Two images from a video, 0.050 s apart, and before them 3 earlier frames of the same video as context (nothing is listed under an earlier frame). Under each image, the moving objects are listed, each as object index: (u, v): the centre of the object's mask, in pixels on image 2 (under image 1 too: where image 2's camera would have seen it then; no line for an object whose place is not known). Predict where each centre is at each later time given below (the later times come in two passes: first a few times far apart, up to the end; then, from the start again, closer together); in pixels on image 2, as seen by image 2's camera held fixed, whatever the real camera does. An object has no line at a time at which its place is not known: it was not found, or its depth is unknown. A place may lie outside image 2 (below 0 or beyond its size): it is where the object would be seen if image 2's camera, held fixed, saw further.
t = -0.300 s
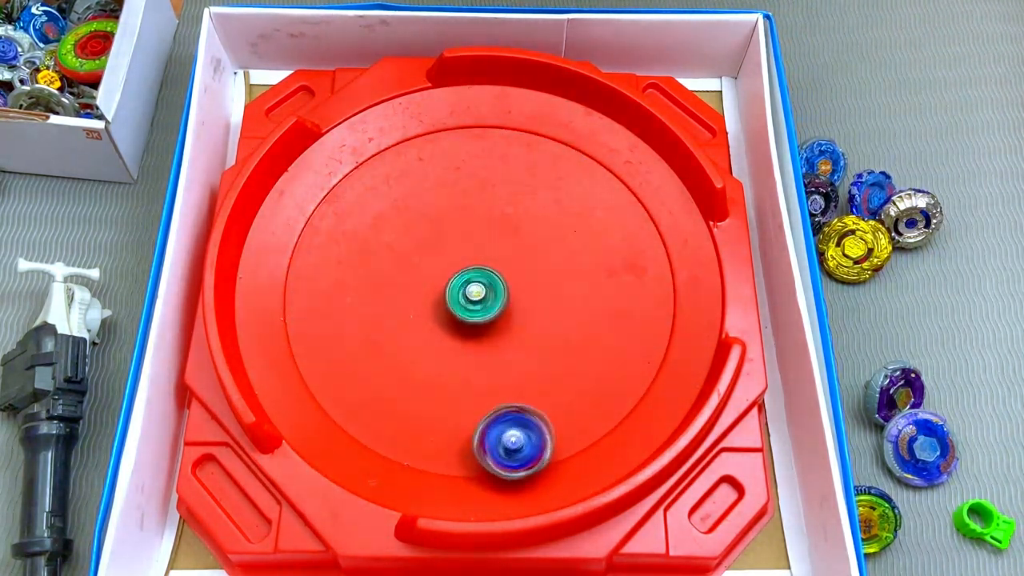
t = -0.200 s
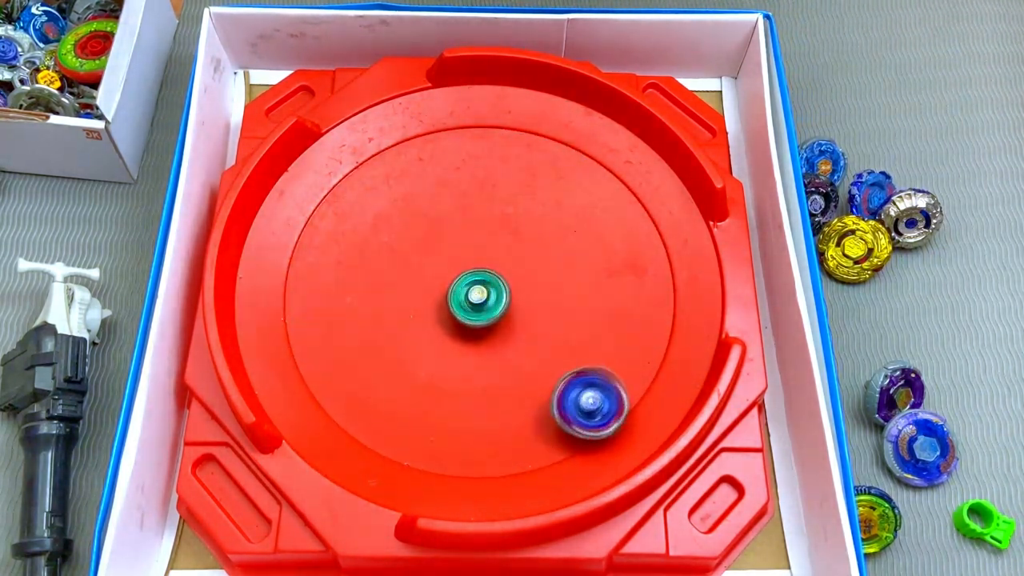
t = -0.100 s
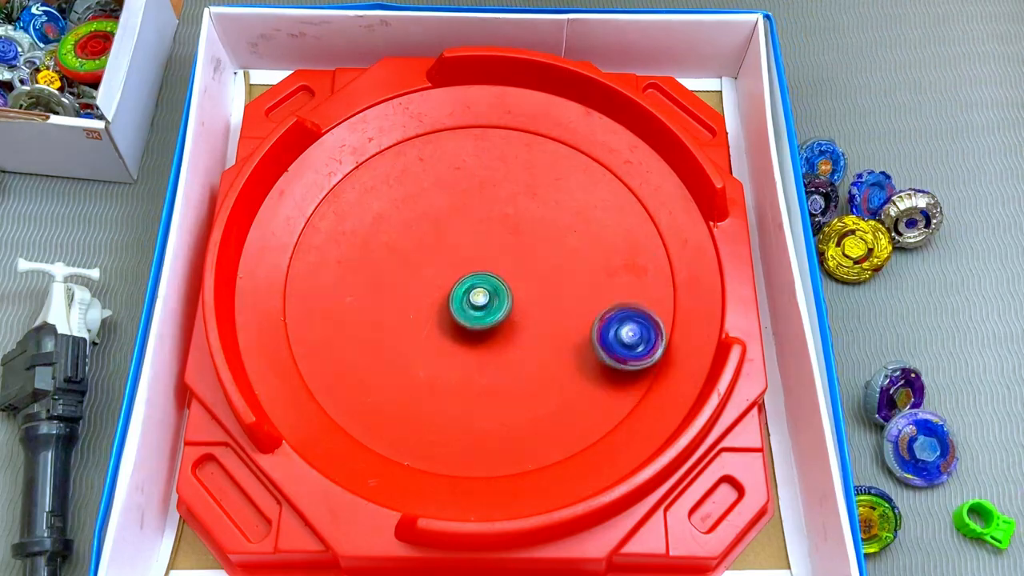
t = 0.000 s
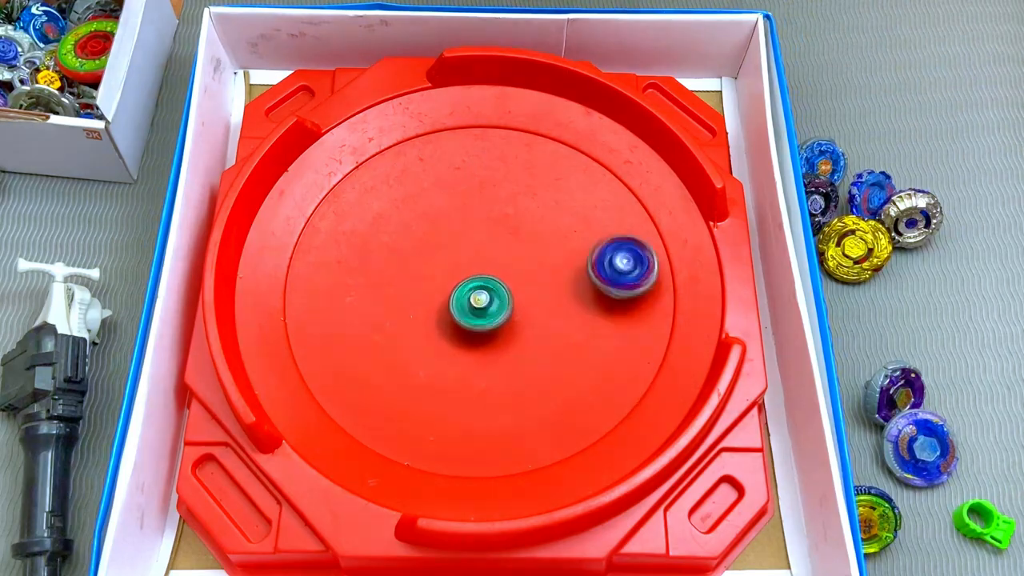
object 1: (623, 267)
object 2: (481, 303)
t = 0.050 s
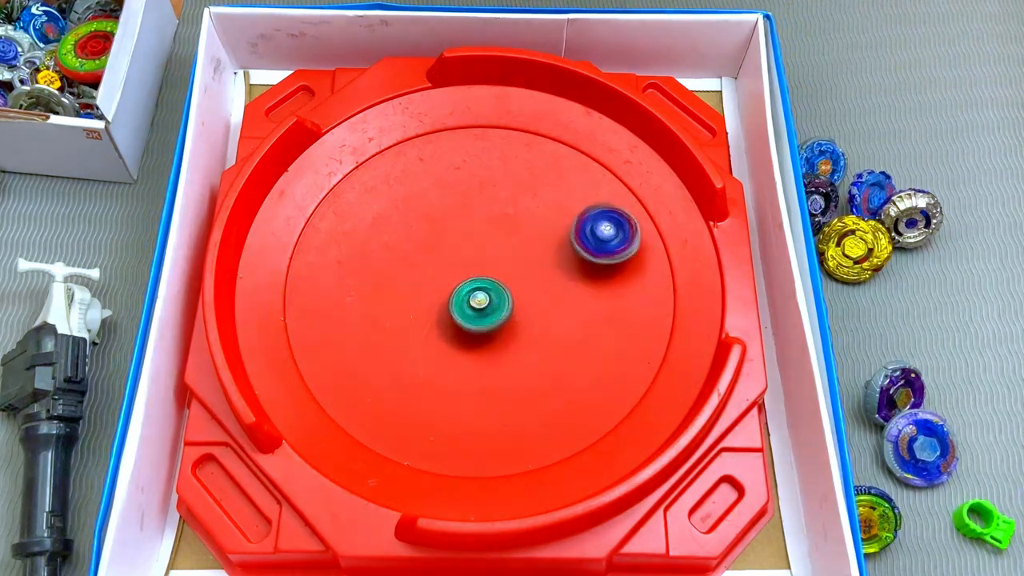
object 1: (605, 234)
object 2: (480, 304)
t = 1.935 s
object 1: (422, 401)
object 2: (482, 295)
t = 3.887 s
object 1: (410, 212)
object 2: (480, 296)
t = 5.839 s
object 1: (554, 245)
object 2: (481, 297)
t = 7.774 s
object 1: (549, 345)
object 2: (482, 293)
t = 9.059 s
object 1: (524, 264)
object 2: (483, 353)
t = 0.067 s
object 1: (598, 226)
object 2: (480, 305)
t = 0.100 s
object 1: (580, 209)
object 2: (479, 305)
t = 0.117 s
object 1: (569, 202)
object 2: (479, 306)
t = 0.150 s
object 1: (549, 190)
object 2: (478, 306)
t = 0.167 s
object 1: (537, 185)
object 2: (479, 306)
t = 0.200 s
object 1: (514, 178)
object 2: (477, 306)
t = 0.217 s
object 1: (501, 176)
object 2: (477, 306)
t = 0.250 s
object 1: (477, 174)
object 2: (476, 307)
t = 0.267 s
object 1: (464, 173)
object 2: (476, 306)
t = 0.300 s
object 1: (439, 177)
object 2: (476, 307)
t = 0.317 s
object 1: (428, 180)
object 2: (475, 306)
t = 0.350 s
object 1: (405, 188)
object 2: (475, 306)
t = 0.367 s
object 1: (394, 193)
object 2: (474, 306)
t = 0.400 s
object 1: (374, 206)
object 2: (475, 305)
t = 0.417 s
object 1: (365, 214)
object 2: (474, 305)
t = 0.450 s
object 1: (350, 231)
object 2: (475, 304)
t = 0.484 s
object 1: (337, 251)
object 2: (474, 304)
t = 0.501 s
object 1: (332, 262)
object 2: (474, 303)
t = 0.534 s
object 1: (326, 285)
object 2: (474, 302)
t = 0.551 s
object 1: (325, 296)
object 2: (474, 302)
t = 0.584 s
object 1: (326, 320)
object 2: (475, 301)
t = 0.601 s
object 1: (329, 331)
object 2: (475, 301)
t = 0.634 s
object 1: (338, 354)
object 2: (476, 300)
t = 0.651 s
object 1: (344, 364)
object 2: (476, 300)
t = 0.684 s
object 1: (360, 384)
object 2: (477, 298)
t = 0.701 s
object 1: (370, 392)
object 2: (477, 298)
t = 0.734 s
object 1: (392, 407)
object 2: (478, 297)
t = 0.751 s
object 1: (404, 413)
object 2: (479, 297)
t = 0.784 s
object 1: (431, 421)
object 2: (479, 296)
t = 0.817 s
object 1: (459, 426)
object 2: (481, 297)
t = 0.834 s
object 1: (474, 425)
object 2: (481, 296)
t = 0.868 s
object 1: (501, 422)
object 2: (482, 296)
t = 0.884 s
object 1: (515, 418)
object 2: (482, 296)
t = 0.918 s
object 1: (541, 408)
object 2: (484, 296)
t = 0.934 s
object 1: (553, 401)
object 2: (484, 296)
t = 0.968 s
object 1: (574, 385)
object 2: (485, 296)
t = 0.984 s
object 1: (583, 376)
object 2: (486, 297)
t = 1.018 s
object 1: (599, 356)
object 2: (486, 297)
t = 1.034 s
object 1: (605, 346)
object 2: (487, 297)
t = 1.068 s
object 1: (614, 324)
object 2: (487, 297)
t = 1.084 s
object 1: (616, 312)
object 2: (488, 297)
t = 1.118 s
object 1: (618, 290)
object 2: (488, 299)
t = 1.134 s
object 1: (618, 279)
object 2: (488, 299)
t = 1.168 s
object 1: (614, 258)
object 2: (489, 300)
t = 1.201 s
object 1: (606, 239)
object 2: (489, 300)
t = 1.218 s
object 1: (601, 228)
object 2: (489, 301)
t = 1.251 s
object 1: (588, 212)
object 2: (489, 301)
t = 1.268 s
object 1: (580, 204)
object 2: (489, 301)
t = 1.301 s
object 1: (563, 191)
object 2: (489, 302)
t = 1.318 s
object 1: (554, 186)
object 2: (489, 302)
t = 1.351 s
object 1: (534, 176)
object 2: (488, 303)
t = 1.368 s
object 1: (523, 173)
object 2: (488, 303)
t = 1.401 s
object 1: (502, 169)
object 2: (488, 304)
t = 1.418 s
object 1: (489, 169)
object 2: (487, 303)
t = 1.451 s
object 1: (468, 170)
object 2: (487, 304)
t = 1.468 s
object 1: (457, 171)
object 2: (486, 304)
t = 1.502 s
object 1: (436, 177)
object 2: (486, 303)
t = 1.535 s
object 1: (416, 187)
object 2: (485, 303)
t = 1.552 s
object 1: (406, 193)
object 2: (485, 303)
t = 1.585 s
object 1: (389, 207)
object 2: (484, 303)
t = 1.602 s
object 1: (382, 214)
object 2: (484, 302)
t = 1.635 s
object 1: (369, 231)
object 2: (483, 302)
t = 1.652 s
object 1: (364, 240)
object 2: (483, 302)
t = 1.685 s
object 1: (355, 260)
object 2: (483, 301)
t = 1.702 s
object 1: (353, 270)
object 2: (482, 301)
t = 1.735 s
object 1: (351, 292)
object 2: (483, 300)
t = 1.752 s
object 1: (352, 302)
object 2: (482, 300)
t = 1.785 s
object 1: (356, 324)
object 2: (482, 299)
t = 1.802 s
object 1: (359, 334)
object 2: (482, 299)
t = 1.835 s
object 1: (370, 354)
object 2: (481, 297)
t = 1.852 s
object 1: (376, 363)
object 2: (482, 297)
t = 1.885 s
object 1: (392, 380)
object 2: (482, 296)
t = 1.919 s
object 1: (410, 395)
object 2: (482, 295)
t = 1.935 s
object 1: (422, 401)
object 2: (482, 295)
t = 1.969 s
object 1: (444, 410)
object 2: (483, 294)
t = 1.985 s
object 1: (457, 414)
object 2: (483, 294)
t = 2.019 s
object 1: (481, 418)
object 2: (483, 293)
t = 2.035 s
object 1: (494, 417)
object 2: (484, 293)
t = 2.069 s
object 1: (519, 414)
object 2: (484, 292)
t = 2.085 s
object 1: (532, 411)
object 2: (485, 292)
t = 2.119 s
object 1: (555, 402)
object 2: (485, 292)
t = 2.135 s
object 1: (567, 396)
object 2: (486, 292)
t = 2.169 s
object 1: (586, 381)
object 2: (486, 292)
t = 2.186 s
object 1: (594, 373)
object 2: (486, 292)
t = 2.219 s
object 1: (607, 354)
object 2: (487, 292)
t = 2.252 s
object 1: (616, 334)
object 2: (487, 292)
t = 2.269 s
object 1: (619, 323)
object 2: (488, 291)
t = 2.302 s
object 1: (621, 302)
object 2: (488, 292)
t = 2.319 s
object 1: (620, 291)
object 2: (489, 292)
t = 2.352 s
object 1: (616, 271)
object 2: (489, 293)
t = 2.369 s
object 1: (611, 261)
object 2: (489, 293)
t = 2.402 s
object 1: (601, 244)
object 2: (490, 294)
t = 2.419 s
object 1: (594, 235)
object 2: (489, 294)
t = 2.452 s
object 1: (580, 221)
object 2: (490, 294)
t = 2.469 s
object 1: (571, 215)
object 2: (490, 295)
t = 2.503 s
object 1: (552, 204)
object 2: (489, 295)
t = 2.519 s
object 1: (542, 200)
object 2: (490, 296)
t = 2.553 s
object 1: (521, 194)
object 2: (489, 296)
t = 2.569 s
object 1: (509, 192)
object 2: (489, 296)
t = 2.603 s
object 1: (488, 191)
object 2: (488, 297)
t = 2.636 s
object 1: (466, 192)
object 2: (488, 297)
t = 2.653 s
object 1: (455, 195)
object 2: (487, 297)
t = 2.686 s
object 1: (434, 201)
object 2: (487, 297)
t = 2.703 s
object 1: (424, 206)
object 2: (487, 298)
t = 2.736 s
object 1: (405, 217)
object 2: (485, 297)
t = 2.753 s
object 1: (397, 223)
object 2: (485, 297)
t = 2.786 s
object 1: (380, 238)
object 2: (484, 297)
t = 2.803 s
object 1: (374, 246)
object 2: (484, 297)
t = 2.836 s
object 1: (363, 264)
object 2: (483, 297)
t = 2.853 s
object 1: (359, 273)
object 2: (483, 297)
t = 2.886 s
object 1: (354, 294)
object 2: (483, 297)
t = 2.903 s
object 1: (352, 303)
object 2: (482, 297)
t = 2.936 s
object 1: (353, 324)
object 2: (482, 295)
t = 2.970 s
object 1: (358, 344)
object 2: (481, 295)
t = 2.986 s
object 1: (362, 354)
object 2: (481, 294)
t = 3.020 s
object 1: (373, 371)
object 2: (480, 294)
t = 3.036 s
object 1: (380, 379)
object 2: (480, 293)
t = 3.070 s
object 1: (397, 394)
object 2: (480, 293)
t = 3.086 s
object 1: (407, 400)
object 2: (480, 293)
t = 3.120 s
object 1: (429, 410)
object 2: (480, 292)
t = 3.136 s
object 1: (440, 413)
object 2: (480, 292)
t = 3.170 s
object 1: (464, 417)
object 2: (480, 290)
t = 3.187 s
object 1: (476, 417)
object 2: (480, 290)
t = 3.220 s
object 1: (500, 414)
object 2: (480, 290)
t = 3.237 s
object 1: (512, 411)
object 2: (480, 289)
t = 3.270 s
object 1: (534, 402)
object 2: (480, 289)
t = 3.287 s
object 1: (544, 396)
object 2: (480, 289)
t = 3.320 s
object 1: (561, 382)
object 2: (481, 289)
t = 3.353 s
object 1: (576, 367)
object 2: (482, 289)
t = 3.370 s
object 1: (582, 358)
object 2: (482, 290)
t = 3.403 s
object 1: (591, 339)
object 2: (481, 289)
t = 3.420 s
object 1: (594, 329)
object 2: (481, 288)
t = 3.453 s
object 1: (597, 309)
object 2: (482, 289)
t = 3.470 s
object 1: (597, 298)
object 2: (482, 289)
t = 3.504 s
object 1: (595, 280)
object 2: (482, 290)
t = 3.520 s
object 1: (592, 270)
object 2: (482, 290)
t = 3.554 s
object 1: (585, 252)
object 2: (483, 290)
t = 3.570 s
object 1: (579, 243)
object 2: (483, 290)
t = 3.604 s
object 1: (567, 228)
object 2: (483, 291)
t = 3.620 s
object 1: (559, 221)
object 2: (483, 291)
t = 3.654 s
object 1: (543, 210)
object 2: (483, 292)
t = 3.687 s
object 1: (525, 201)
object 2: (483, 293)
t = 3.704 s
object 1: (515, 198)
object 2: (482, 293)
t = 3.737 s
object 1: (495, 193)
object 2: (483, 293)
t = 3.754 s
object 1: (485, 192)
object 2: (482, 294)
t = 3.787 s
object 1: (465, 192)
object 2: (482, 294)
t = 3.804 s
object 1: (455, 193)
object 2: (482, 295)
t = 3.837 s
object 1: (436, 199)
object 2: (481, 295)
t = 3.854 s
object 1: (426, 202)
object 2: (481, 295)
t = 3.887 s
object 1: (410, 212)
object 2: (480, 296)
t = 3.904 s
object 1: (401, 218)
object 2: (479, 296)
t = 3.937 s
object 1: (387, 230)
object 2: (479, 296)
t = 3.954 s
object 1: (381, 238)
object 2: (478, 296)
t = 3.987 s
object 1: (371, 254)
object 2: (478, 296)
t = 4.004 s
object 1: (368, 263)
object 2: (477, 296)
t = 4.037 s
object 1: (363, 281)
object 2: (477, 296)
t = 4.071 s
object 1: (363, 300)
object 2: (476, 296)
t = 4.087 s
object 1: (364, 310)
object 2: (476, 295)
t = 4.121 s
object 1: (369, 329)
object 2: (476, 296)
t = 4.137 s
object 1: (373, 337)
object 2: (475, 295)
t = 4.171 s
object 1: (385, 354)
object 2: (475, 295)
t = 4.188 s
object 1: (392, 362)
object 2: (475, 295)
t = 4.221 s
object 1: (409, 375)
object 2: (475, 293)
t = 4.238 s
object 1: (418, 380)
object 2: (475, 294)
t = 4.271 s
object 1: (438, 389)
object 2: (474, 293)
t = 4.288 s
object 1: (448, 392)
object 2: (475, 293)
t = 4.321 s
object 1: (472, 396)
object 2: (474, 293)
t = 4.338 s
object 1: (482, 396)
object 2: (474, 293)
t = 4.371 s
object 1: (504, 393)
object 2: (474, 293)
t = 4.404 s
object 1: (525, 388)
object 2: (474, 292)
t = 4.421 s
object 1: (536, 383)
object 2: (475, 292)
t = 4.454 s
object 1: (554, 373)
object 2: (474, 292)
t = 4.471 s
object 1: (562, 366)
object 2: (475, 292)
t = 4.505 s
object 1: (577, 352)
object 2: (475, 293)
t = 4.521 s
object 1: (583, 344)
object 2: (475, 292)
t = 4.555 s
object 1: (591, 327)
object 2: (477, 293)
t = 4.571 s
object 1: (594, 318)
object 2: (476, 293)
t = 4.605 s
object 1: (597, 300)
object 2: (477, 293)
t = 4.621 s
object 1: (597, 291)
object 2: (477, 293)
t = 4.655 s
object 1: (595, 273)
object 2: (478, 293)
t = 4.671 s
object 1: (592, 264)
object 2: (478, 294)
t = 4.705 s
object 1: (584, 248)
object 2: (478, 294)
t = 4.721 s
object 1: (578, 240)
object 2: (478, 294)
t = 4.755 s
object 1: (565, 226)
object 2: (479, 295)
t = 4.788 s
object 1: (551, 217)
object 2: (479, 295)
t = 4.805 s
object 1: (541, 212)
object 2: (479, 296)
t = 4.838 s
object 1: (524, 206)
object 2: (479, 296)
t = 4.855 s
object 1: (514, 204)
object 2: (479, 296)
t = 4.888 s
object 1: (495, 202)
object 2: (478, 297)
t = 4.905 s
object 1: (485, 203)
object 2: (478, 297)
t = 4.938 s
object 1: (467, 206)
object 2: (479, 298)
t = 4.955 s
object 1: (457, 209)
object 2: (478, 298)
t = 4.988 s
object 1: (440, 216)
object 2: (479, 298)
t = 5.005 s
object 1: (432, 220)
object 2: (478, 299)
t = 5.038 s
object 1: (417, 231)
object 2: (478, 298)
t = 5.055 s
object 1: (411, 238)
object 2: (478, 299)
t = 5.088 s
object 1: (400, 252)
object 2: (477, 299)
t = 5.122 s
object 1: (391, 267)
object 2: (477, 299)
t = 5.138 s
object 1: (388, 275)
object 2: (477, 299)
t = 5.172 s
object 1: (385, 293)
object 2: (476, 299)
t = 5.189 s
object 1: (384, 302)
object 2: (477, 299)
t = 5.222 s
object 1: (386, 319)
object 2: (476, 299)
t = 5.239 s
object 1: (389, 327)
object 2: (476, 299)
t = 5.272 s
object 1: (396, 344)
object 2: (475, 299)
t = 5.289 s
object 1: (400, 352)
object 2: (475, 298)
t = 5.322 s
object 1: (413, 366)
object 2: (476, 298)
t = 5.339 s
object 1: (420, 371)
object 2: (475, 298)
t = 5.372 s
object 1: (438, 382)
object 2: (476, 298)
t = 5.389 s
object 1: (446, 385)
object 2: (476, 298)
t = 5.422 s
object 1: (466, 390)
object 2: (476, 297)
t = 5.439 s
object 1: (476, 391)
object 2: (476, 297)
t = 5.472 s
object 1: (497, 390)
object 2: (476, 297)
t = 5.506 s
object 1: (516, 387)
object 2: (476, 297)
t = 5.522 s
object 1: (526, 383)
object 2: (476, 296)
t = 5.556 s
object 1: (543, 373)
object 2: (477, 296)
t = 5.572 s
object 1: (551, 367)
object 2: (478, 296)
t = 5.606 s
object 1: (564, 354)
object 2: (477, 296)
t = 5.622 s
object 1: (570, 347)
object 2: (478, 295)
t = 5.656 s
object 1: (577, 330)
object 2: (478, 296)
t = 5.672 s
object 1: (580, 321)
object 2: (478, 295)
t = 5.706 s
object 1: (582, 304)
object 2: (479, 296)
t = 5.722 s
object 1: (581, 295)
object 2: (479, 296)
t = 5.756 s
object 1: (577, 280)
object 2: (480, 296)
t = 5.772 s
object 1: (573, 272)
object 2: (480, 296)
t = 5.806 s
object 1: (565, 257)
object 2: (480, 296)
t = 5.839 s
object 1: (554, 245)
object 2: (481, 297)
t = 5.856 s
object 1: (548, 239)
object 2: (481, 297)
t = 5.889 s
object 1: (535, 230)
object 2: (482, 297)
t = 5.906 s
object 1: (527, 227)
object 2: (481, 298)
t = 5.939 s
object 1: (511, 220)
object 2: (482, 297)
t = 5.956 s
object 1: (503, 218)
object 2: (482, 298)
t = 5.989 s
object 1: (486, 215)
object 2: (482, 299)
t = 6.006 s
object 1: (477, 215)
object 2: (482, 298)
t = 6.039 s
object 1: (460, 216)
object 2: (482, 299)
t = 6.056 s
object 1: (451, 219)
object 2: (482, 299)
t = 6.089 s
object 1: (435, 225)
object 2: (482, 299)
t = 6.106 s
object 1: (427, 229)
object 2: (482, 300)
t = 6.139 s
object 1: (413, 238)
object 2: (482, 299)
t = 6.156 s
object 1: (407, 244)
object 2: (482, 300)
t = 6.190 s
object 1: (397, 257)
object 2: (481, 300)
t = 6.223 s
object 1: (390, 272)
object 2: (481, 300)
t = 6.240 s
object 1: (388, 279)
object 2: (481, 300)
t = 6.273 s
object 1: (385, 295)
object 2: (481, 299)
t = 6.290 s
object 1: (386, 303)
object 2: (481, 300)
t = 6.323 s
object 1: (389, 318)
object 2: (480, 299)
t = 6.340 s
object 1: (392, 326)
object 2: (481, 299)
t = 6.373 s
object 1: (401, 341)
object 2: (480, 299)
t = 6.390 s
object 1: (406, 347)
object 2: (480, 299)
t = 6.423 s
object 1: (420, 359)
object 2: (480, 299)
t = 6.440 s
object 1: (427, 363)
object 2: (480, 299)
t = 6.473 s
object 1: (444, 369)
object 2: (480, 298)
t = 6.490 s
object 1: (453, 372)
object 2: (480, 298)
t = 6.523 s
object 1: (472, 373)
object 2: (480, 297)
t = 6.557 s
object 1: (491, 373)
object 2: (480, 297)
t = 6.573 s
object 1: (500, 371)
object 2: (480, 297)
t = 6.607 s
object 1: (516, 365)
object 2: (481, 296)
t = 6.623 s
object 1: (524, 361)
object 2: (481, 296)
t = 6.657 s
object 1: (538, 351)
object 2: (481, 296)
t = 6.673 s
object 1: (544, 345)
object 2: (481, 296)
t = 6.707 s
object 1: (555, 333)
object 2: (481, 295)
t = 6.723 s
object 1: (559, 326)
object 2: (482, 295)
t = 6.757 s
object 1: (565, 311)
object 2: (482, 296)
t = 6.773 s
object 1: (567, 304)
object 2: (482, 295)
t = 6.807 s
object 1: (568, 290)
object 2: (483, 295)
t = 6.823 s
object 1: (567, 283)
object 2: (483, 296)
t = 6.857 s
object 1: (564, 269)
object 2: (483, 295)
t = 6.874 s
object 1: (562, 263)
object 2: (484, 296)
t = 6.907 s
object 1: (555, 250)
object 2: (483, 296)
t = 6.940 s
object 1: (546, 240)
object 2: (484, 296)
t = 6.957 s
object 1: (540, 235)
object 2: (484, 296)
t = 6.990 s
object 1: (528, 227)
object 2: (485, 296)
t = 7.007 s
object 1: (522, 223)
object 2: (485, 297)
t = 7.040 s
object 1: (508, 219)
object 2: (484, 297)
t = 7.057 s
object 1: (500, 217)
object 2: (485, 297)
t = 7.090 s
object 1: (486, 216)
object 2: (484, 298)
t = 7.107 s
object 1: (478, 216)
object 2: (484, 297)
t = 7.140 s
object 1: (463, 219)
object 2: (485, 297)
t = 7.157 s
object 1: (455, 221)
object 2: (484, 298)
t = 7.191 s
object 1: (442, 229)
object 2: (484, 297)
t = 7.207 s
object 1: (435, 232)
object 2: (484, 298)
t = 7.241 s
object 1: (424, 243)
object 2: (484, 298)
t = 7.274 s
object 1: (415, 255)
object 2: (484, 298)
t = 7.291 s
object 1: (411, 261)
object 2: (483, 298)
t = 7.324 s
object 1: (406, 275)
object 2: (483, 297)
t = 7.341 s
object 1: (405, 283)
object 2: (483, 298)
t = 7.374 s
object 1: (404, 298)
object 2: (482, 297)
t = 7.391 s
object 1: (405, 305)
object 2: (482, 297)
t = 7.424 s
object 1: (410, 320)
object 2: (482, 297)
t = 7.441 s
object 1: (412, 327)
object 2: (482, 297)
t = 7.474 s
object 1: (421, 340)
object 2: (482, 297)
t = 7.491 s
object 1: (426, 346)
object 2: (481, 297)
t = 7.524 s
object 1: (439, 355)
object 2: (481, 295)
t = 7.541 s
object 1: (445, 360)
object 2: (482, 296)
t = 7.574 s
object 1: (460, 365)
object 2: (481, 295)
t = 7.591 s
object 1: (468, 368)
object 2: (481, 295)
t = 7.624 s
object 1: (484, 370)
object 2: (481, 295)
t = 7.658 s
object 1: (500, 369)
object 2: (481, 294)
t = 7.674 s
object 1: (508, 368)
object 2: (482, 294)
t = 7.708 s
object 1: (524, 362)
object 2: (481, 294)
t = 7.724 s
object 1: (531, 359)
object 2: (482, 293)
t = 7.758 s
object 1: (543, 350)
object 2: (482, 294)
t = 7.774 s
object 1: (549, 345)
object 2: (482, 293)
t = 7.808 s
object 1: (557, 333)
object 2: (483, 293)
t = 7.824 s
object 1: (560, 327)
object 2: (483, 294)
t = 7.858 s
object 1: (564, 314)
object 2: (483, 293)
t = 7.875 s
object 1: (565, 307)
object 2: (483, 293)
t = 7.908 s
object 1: (564, 295)
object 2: (483, 293)
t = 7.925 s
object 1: (563, 288)
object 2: (483, 293)
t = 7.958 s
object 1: (557, 276)
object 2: (484, 294)
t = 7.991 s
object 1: (550, 266)
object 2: (484, 294)
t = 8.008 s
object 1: (546, 261)
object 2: (484, 294)
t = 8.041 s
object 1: (536, 252)
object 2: (483, 295)
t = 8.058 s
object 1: (533, 247)
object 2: (479, 297)
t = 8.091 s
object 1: (524, 238)
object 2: (474, 299)
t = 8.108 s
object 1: (519, 235)
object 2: (473, 298)
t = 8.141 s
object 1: (507, 229)
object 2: (474, 298)
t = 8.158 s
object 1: (501, 227)
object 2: (473, 299)
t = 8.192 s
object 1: (488, 225)
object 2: (470, 301)
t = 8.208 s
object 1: (482, 225)
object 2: (469, 300)
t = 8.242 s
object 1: (468, 226)
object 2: (469, 300)
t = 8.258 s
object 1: (463, 228)
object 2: (468, 300)
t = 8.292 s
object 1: (450, 234)
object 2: (468, 300)
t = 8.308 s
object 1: (445, 237)
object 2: (467, 300)
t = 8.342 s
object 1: (435, 245)
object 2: (465, 302)
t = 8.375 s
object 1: (427, 251)
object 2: (464, 308)
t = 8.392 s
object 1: (421, 248)
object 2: (467, 322)
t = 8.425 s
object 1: (410, 245)
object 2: (471, 345)
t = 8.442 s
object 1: (406, 246)
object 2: (473, 355)
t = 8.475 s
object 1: (399, 248)
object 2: (476, 369)
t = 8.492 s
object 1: (396, 250)
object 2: (476, 375)
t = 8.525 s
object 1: (392, 256)
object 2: (475, 381)
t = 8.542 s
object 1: (391, 260)
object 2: (475, 382)
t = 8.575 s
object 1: (391, 269)
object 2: (475, 385)
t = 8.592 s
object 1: (392, 273)
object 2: (476, 386)
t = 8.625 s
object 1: (396, 281)
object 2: (474, 388)
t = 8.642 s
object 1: (399, 285)
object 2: (473, 389)
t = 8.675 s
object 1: (407, 292)
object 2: (472, 389)
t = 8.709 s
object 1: (417, 297)
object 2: (472, 388)
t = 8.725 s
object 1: (422, 300)
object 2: (472, 388)
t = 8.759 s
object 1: (434, 303)
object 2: (469, 387)
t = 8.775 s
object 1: (440, 303)
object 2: (468, 387)
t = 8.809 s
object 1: (453, 304)
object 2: (466, 383)
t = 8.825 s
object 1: (458, 303)
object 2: (467, 381)
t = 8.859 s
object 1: (471, 302)
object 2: (467, 377)
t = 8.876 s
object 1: (477, 300)
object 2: (468, 375)
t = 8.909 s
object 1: (489, 295)
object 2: (469, 371)
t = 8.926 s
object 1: (494, 293)
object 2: (469, 368)
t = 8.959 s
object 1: (503, 286)
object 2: (471, 363)
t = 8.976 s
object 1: (508, 283)
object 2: (473, 360)
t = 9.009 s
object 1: (515, 275)
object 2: (478, 357)
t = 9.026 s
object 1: (518, 272)
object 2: (480, 355)
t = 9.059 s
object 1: (524, 264)
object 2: (483, 353)
